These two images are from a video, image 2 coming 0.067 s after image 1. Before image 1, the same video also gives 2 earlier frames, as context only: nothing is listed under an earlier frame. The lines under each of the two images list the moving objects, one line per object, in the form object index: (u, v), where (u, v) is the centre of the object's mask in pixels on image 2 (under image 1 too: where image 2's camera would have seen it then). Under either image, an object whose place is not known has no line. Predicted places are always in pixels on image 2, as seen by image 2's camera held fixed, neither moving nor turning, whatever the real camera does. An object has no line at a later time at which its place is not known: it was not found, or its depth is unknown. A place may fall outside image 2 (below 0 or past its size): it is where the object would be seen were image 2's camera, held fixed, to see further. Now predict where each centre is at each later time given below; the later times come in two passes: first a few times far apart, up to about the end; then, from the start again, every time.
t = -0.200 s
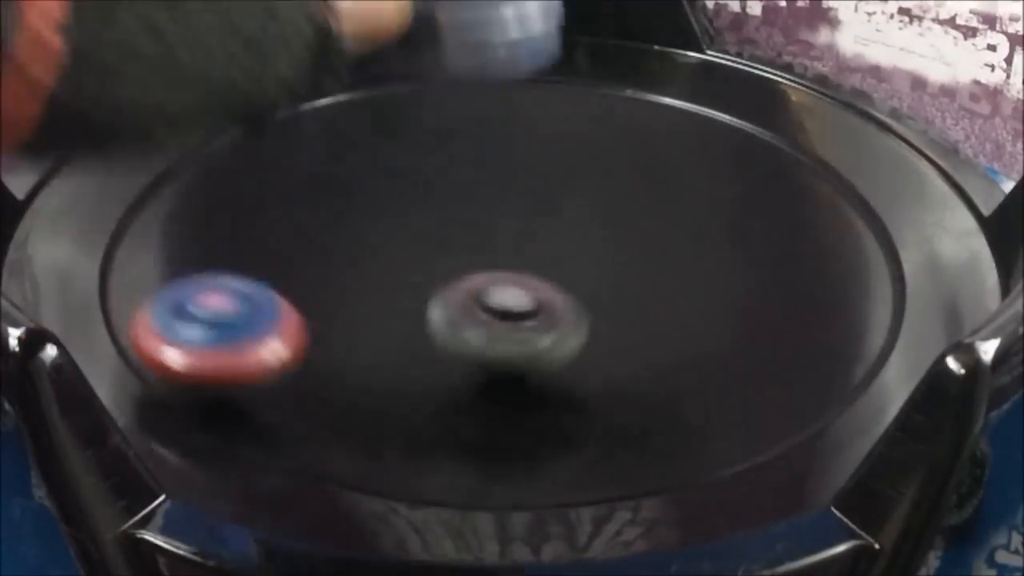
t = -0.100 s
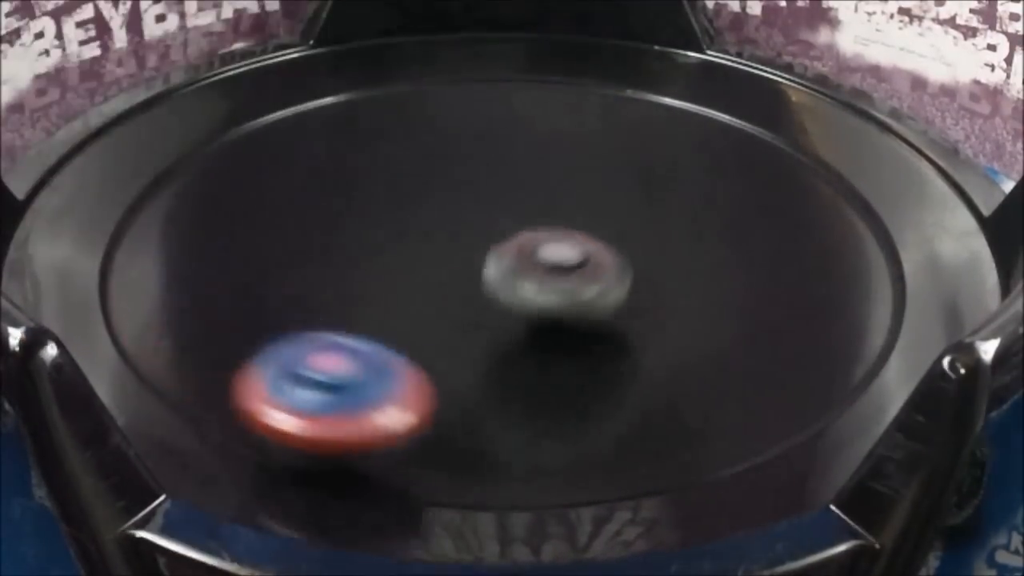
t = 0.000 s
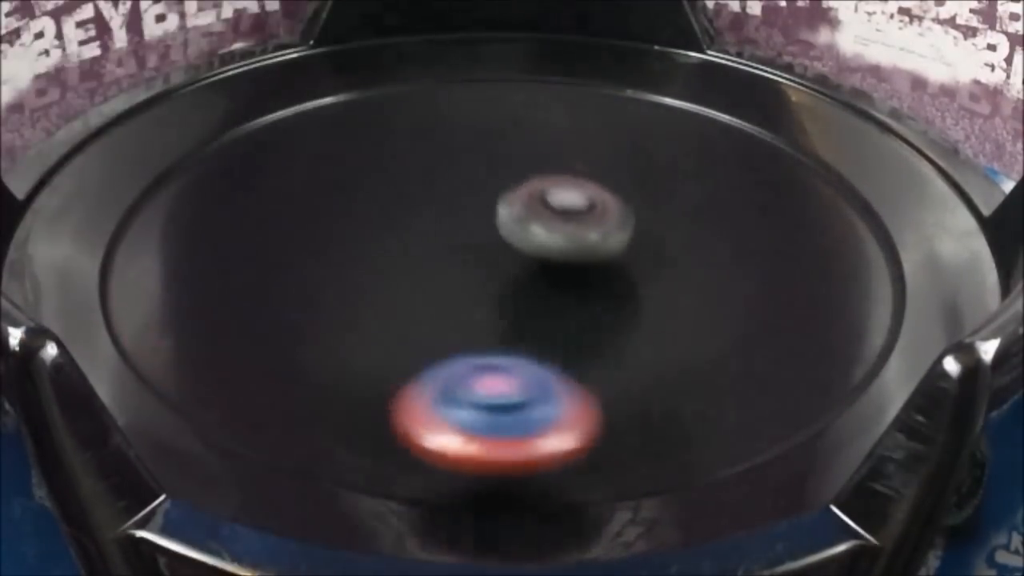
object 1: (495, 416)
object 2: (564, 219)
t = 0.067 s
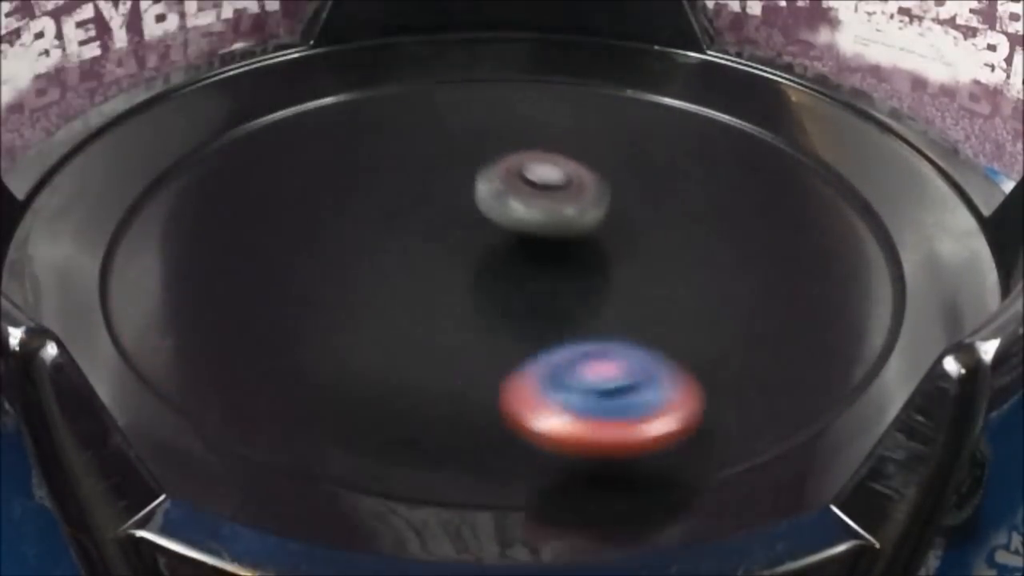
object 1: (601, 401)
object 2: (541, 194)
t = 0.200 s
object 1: (735, 315)
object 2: (470, 158)
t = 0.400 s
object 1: (639, 166)
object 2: (346, 157)
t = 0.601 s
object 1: (363, 115)
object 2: (320, 215)
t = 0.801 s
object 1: (165, 196)
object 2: (414, 255)
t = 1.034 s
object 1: (298, 349)
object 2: (526, 229)
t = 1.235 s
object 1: (632, 333)
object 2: (541, 179)
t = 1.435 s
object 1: (669, 179)
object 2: (481, 159)
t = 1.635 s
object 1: (464, 91)
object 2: (451, 197)
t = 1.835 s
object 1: (269, 130)
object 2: (500, 236)
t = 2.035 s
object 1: (266, 272)
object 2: (585, 241)
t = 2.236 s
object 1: (570, 335)
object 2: (616, 211)
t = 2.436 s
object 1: (718, 213)
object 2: (562, 210)
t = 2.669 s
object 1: (552, 111)
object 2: (523, 245)
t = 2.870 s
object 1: (363, 151)
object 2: (549, 284)
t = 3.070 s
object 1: (363, 287)
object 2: (609, 280)
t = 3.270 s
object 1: (607, 338)
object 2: (595, 250)
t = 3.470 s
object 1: (739, 251)
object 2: (504, 232)
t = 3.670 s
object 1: (626, 172)
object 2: (442, 266)
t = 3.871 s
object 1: (434, 193)
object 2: (460, 304)
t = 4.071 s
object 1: (344, 287)
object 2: (547, 301)
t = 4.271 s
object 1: (433, 357)
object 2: (601, 254)
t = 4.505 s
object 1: (616, 315)
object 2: (520, 206)
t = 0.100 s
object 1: (647, 385)
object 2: (527, 184)
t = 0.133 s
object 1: (686, 365)
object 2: (509, 175)
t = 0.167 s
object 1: (715, 341)
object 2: (491, 166)
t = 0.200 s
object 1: (735, 315)
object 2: (470, 158)
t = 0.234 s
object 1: (743, 287)
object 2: (448, 152)
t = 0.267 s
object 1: (739, 260)
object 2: (425, 149)
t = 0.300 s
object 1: (725, 233)
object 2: (402, 147)
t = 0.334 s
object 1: (703, 209)
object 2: (379, 147)
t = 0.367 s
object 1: (674, 186)
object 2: (360, 151)
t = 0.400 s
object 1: (639, 166)
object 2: (346, 157)
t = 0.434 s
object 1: (598, 148)
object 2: (333, 164)
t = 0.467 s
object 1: (554, 134)
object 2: (325, 173)
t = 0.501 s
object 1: (507, 123)
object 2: (319, 183)
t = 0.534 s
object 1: (457, 116)
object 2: (316, 193)
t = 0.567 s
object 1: (409, 114)
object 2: (316, 204)
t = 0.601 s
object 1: (363, 115)
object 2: (320, 215)
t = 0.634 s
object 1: (318, 120)
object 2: (328, 224)
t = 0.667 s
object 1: (276, 129)
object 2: (341, 232)
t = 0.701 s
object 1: (240, 140)
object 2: (357, 240)
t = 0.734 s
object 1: (208, 156)
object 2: (375, 248)
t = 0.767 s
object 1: (183, 174)
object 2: (395, 253)
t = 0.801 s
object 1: (165, 196)
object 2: (414, 255)
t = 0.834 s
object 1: (156, 217)
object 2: (431, 255)
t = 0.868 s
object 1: (156, 241)
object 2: (450, 254)
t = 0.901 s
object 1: (165, 265)
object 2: (469, 251)
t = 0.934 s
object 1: (184, 288)
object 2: (488, 247)
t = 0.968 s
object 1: (213, 310)
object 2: (504, 243)
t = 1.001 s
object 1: (251, 331)
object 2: (517, 236)
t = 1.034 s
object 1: (298, 349)
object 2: (526, 229)
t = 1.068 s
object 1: (354, 363)
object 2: (533, 220)
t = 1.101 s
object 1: (413, 371)
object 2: (538, 212)
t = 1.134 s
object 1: (475, 372)
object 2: (542, 203)
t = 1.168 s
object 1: (533, 366)
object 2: (544, 195)
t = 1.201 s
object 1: (587, 352)
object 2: (544, 187)
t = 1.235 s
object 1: (632, 333)
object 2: (541, 179)
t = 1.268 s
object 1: (665, 310)
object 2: (534, 173)
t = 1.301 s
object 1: (688, 285)
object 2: (525, 168)
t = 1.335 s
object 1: (698, 257)
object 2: (515, 165)
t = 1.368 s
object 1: (697, 230)
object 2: (504, 162)
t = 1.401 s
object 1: (687, 203)
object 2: (492, 160)
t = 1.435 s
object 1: (669, 179)
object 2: (481, 159)
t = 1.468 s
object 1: (645, 156)
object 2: (471, 161)
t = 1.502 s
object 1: (615, 136)
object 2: (463, 165)
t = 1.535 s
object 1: (580, 119)
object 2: (460, 171)
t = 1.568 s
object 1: (542, 106)
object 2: (456, 179)
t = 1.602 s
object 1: (503, 97)
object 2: (453, 189)
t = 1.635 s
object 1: (464, 91)
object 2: (451, 197)
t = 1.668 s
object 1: (426, 88)
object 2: (455, 207)
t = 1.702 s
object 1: (389, 89)
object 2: (460, 215)
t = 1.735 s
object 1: (354, 94)
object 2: (466, 221)
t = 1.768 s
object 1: (321, 102)
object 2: (475, 226)
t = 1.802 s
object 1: (293, 114)
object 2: (486, 232)
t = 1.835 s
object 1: (269, 130)
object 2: (500, 236)
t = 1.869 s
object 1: (249, 147)
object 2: (515, 241)
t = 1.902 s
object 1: (235, 168)
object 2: (529, 244)
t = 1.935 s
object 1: (229, 192)
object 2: (544, 246)
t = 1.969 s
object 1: (230, 218)
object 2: (559, 246)
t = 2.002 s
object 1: (242, 245)
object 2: (573, 244)
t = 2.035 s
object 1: (266, 272)
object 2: (585, 241)
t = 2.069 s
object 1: (302, 297)
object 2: (596, 236)
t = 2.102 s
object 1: (349, 317)
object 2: (605, 231)
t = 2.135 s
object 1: (402, 332)
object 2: (612, 226)
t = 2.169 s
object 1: (459, 340)
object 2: (617, 220)
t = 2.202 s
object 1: (516, 341)
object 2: (619, 215)
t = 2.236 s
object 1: (570, 335)
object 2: (616, 211)
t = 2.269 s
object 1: (618, 322)
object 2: (610, 208)
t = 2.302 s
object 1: (659, 306)
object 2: (604, 208)
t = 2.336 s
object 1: (691, 285)
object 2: (595, 208)
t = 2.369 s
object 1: (709, 262)
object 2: (585, 210)
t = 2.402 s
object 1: (719, 237)
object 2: (573, 210)
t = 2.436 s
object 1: (718, 213)
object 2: (562, 210)
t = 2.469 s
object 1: (710, 189)
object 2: (552, 212)
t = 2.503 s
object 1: (694, 169)
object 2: (544, 213)
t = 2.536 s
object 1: (672, 150)
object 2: (538, 216)
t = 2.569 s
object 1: (646, 135)
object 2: (534, 221)
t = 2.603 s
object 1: (616, 123)
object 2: (531, 228)
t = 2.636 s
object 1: (585, 115)
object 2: (527, 236)
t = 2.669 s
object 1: (552, 111)
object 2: (523, 245)
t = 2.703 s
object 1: (518, 109)
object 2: (521, 253)
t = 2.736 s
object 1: (484, 110)
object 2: (520, 261)
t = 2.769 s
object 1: (451, 115)
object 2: (523, 268)
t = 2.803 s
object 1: (419, 123)
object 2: (530, 275)
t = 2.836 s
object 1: (390, 135)
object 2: (539, 280)
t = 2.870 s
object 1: (363, 151)
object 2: (549, 284)
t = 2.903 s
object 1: (343, 171)
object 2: (561, 287)
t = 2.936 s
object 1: (329, 192)
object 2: (572, 288)
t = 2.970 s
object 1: (324, 216)
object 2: (583, 287)
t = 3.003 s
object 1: (327, 241)
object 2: (593, 286)
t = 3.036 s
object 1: (340, 265)
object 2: (601, 283)
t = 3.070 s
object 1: (363, 287)
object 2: (609, 280)
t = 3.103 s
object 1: (395, 306)
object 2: (615, 276)
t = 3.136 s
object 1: (432, 321)
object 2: (618, 272)
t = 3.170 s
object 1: (475, 332)
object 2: (618, 268)
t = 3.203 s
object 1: (521, 338)
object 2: (616, 263)
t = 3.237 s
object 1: (567, 338)
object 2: (610, 256)
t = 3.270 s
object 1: (607, 338)
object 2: (595, 250)
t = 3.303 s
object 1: (643, 333)
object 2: (582, 245)
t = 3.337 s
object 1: (676, 321)
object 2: (570, 241)
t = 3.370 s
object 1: (704, 306)
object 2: (555, 236)
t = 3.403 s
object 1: (725, 288)
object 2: (538, 233)
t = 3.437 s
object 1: (736, 269)
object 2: (521, 232)
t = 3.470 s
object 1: (739, 251)
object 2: (504, 232)
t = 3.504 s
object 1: (735, 233)
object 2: (488, 235)
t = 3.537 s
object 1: (724, 216)
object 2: (476, 239)
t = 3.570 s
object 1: (706, 201)
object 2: (465, 245)
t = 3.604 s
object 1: (683, 189)
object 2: (456, 251)
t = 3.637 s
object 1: (656, 179)
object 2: (448, 258)
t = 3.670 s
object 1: (626, 172)
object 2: (442, 266)
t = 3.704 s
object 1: (593, 168)
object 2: (439, 273)
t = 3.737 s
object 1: (561, 168)
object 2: (438, 280)
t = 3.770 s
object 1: (526, 170)
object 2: (440, 287)
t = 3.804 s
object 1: (493, 175)
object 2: (444, 294)
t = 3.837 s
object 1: (462, 182)
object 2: (451, 299)
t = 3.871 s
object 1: (434, 193)
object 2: (460, 304)
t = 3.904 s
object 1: (409, 205)
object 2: (472, 308)
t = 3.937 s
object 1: (389, 221)
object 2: (484, 308)
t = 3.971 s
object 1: (373, 237)
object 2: (495, 307)
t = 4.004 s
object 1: (365, 256)
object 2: (505, 305)
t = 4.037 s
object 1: (362, 275)
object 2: (515, 303)
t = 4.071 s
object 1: (344, 287)
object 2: (547, 301)
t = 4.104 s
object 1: (335, 298)
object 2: (573, 298)
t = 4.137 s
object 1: (337, 311)
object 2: (591, 292)
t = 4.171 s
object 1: (350, 325)
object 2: (601, 283)
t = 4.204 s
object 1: (374, 338)
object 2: (605, 274)
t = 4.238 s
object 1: (402, 348)
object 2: (605, 264)
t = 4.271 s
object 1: (433, 357)
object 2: (601, 254)
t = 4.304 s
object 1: (465, 361)
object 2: (595, 244)
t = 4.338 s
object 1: (497, 361)
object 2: (587, 235)
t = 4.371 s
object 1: (528, 358)
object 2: (577, 227)
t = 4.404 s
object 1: (555, 351)
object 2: (566, 219)
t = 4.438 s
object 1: (581, 341)
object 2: (553, 213)
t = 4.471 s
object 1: (603, 329)
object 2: (537, 209)
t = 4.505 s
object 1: (616, 315)
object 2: (520, 206)
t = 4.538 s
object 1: (621, 299)
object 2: (504, 205)
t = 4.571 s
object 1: (619, 284)
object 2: (488, 205)
